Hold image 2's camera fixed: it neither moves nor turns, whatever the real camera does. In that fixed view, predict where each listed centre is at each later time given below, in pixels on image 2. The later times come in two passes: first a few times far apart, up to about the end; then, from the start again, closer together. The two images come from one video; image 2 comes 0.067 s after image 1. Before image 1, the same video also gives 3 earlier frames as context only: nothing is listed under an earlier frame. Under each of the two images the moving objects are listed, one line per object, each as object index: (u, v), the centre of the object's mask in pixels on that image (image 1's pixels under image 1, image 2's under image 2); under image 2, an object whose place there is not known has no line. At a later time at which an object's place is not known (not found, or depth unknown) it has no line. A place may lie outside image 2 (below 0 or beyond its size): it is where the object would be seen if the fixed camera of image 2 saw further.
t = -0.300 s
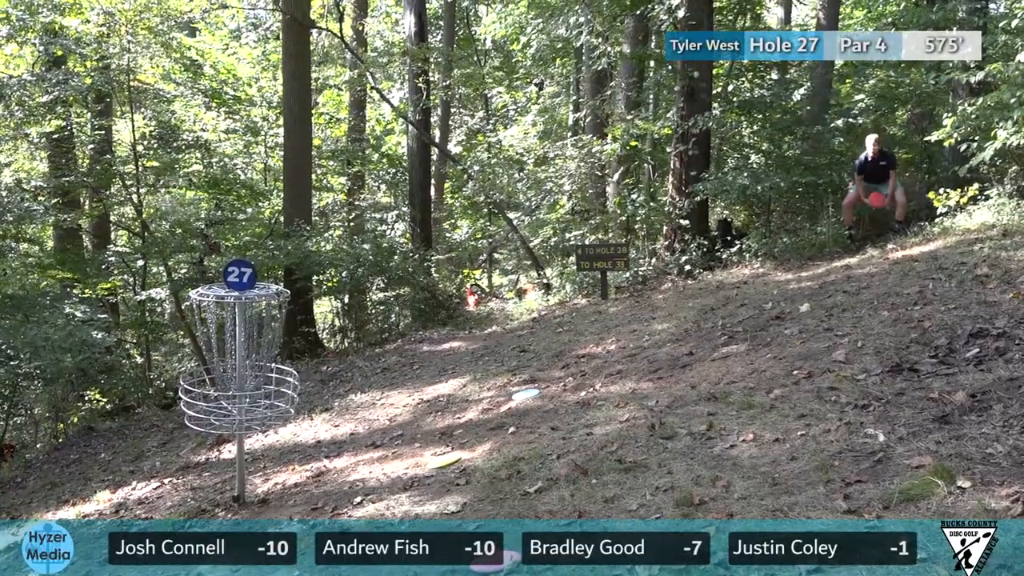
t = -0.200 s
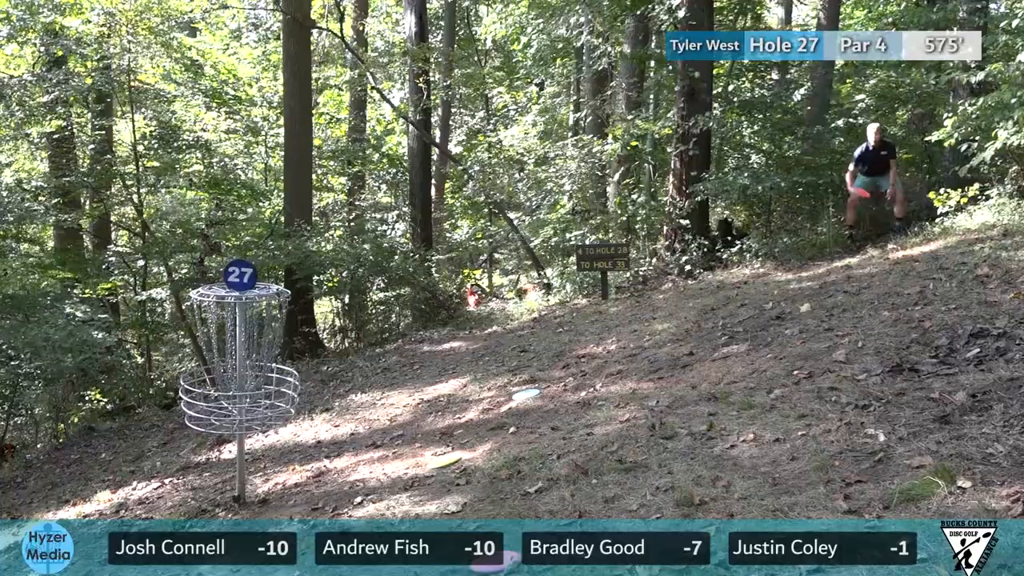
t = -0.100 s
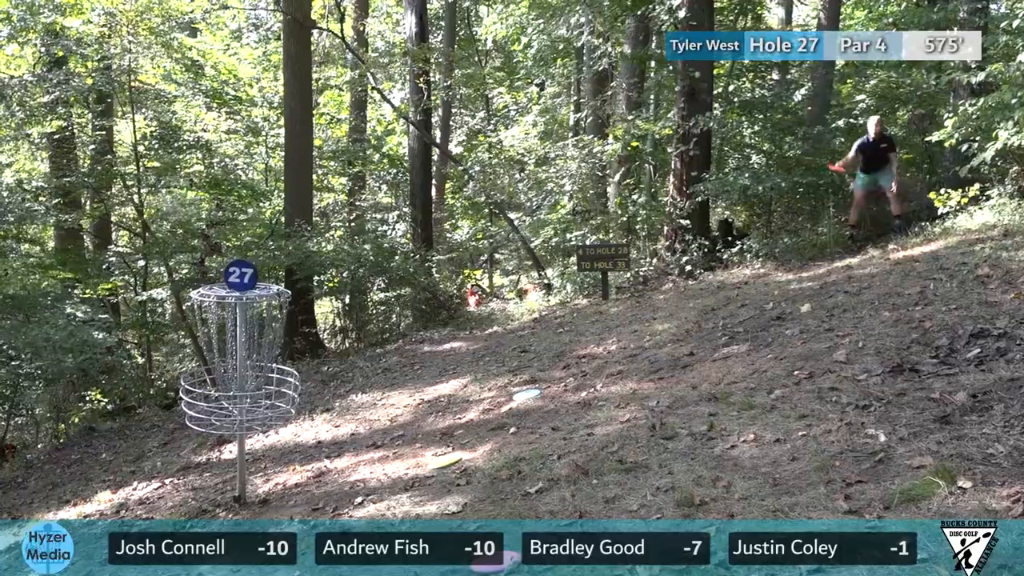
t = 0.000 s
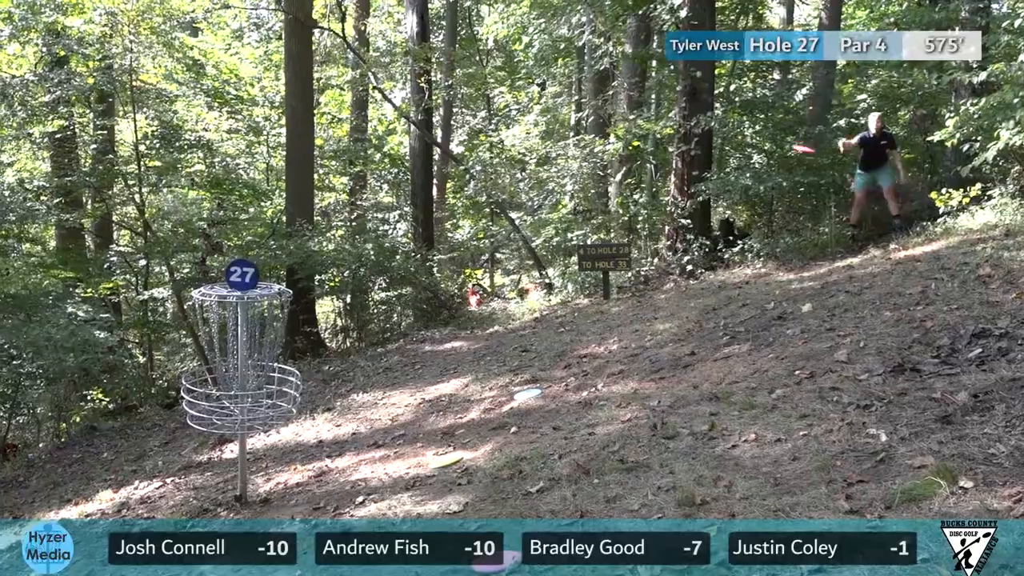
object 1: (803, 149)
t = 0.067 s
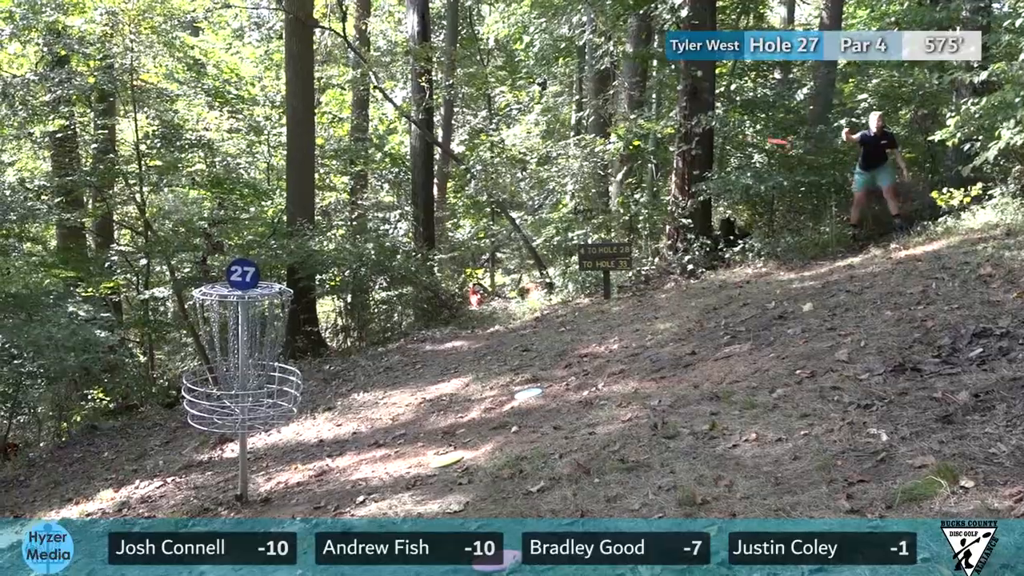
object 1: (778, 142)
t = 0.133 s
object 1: (748, 139)
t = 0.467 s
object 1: (544, 187)
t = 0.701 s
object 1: (322, 285)
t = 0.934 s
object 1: (365, 463)
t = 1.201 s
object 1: (359, 520)
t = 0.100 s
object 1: (762, 140)
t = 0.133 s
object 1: (748, 139)
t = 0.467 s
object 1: (544, 187)
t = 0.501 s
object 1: (517, 201)
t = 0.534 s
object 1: (491, 208)
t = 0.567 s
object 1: (458, 221)
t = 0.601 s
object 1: (430, 235)
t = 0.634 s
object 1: (394, 250)
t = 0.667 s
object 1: (361, 266)
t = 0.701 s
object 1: (322, 285)
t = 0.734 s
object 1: (308, 302)
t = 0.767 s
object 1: (317, 321)
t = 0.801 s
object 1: (327, 346)
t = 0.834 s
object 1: (337, 369)
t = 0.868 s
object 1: (345, 397)
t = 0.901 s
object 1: (356, 433)
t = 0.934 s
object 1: (365, 463)
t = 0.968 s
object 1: (376, 501)
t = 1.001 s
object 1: (382, 518)
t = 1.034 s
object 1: (381, 514)
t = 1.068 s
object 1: (378, 510)
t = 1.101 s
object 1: (373, 509)
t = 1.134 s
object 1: (368, 510)
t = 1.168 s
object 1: (364, 513)
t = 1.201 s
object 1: (359, 520)
